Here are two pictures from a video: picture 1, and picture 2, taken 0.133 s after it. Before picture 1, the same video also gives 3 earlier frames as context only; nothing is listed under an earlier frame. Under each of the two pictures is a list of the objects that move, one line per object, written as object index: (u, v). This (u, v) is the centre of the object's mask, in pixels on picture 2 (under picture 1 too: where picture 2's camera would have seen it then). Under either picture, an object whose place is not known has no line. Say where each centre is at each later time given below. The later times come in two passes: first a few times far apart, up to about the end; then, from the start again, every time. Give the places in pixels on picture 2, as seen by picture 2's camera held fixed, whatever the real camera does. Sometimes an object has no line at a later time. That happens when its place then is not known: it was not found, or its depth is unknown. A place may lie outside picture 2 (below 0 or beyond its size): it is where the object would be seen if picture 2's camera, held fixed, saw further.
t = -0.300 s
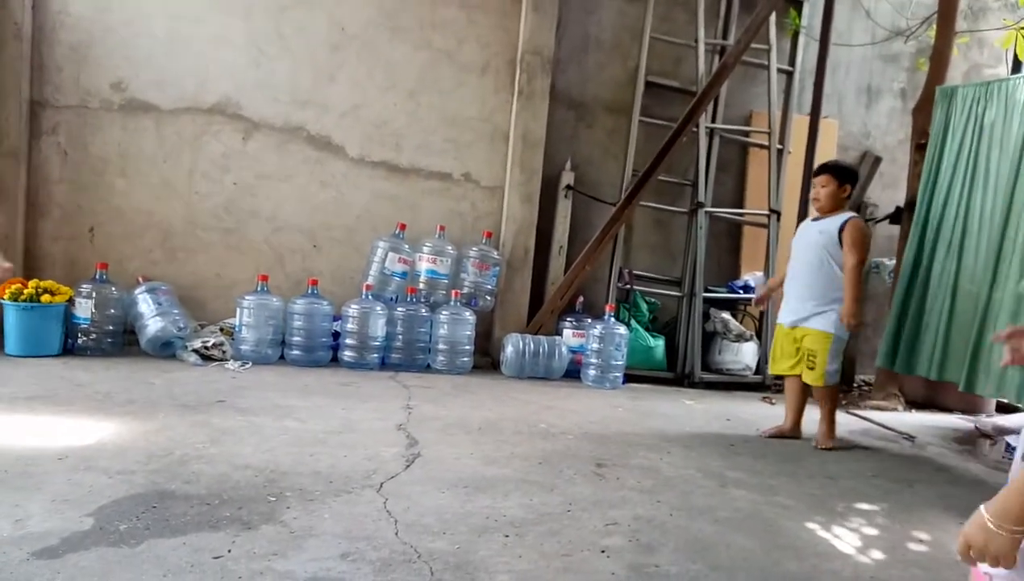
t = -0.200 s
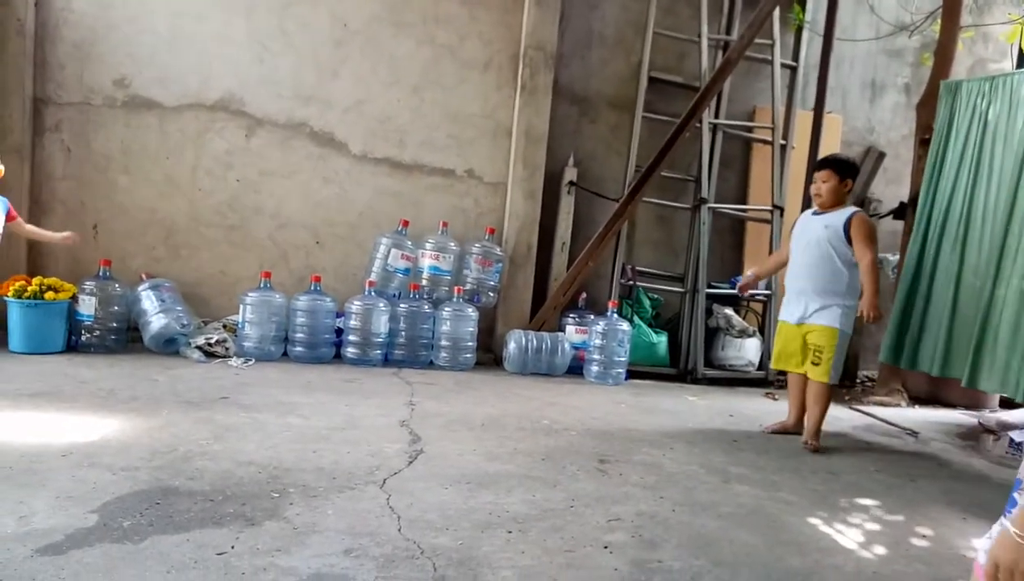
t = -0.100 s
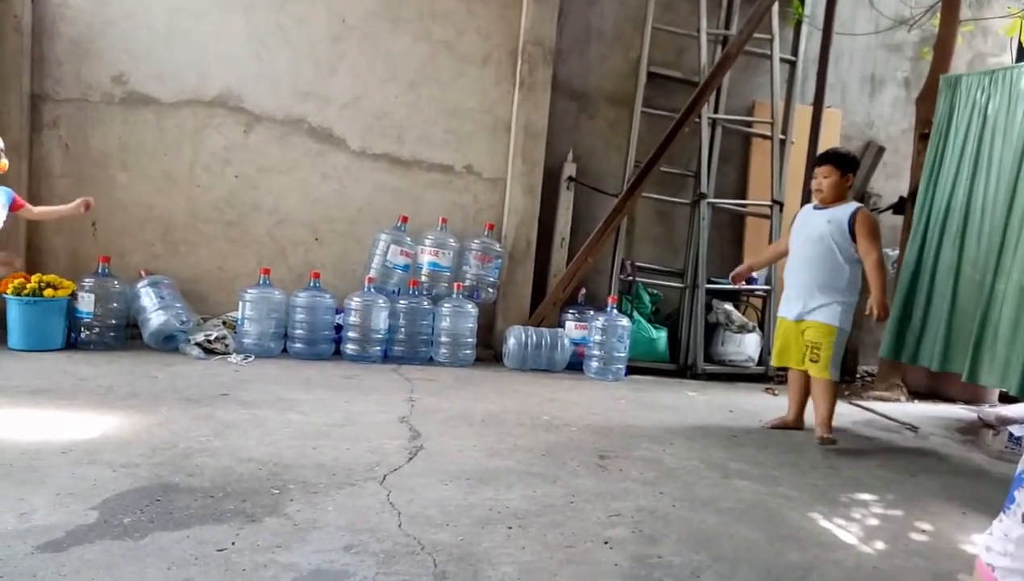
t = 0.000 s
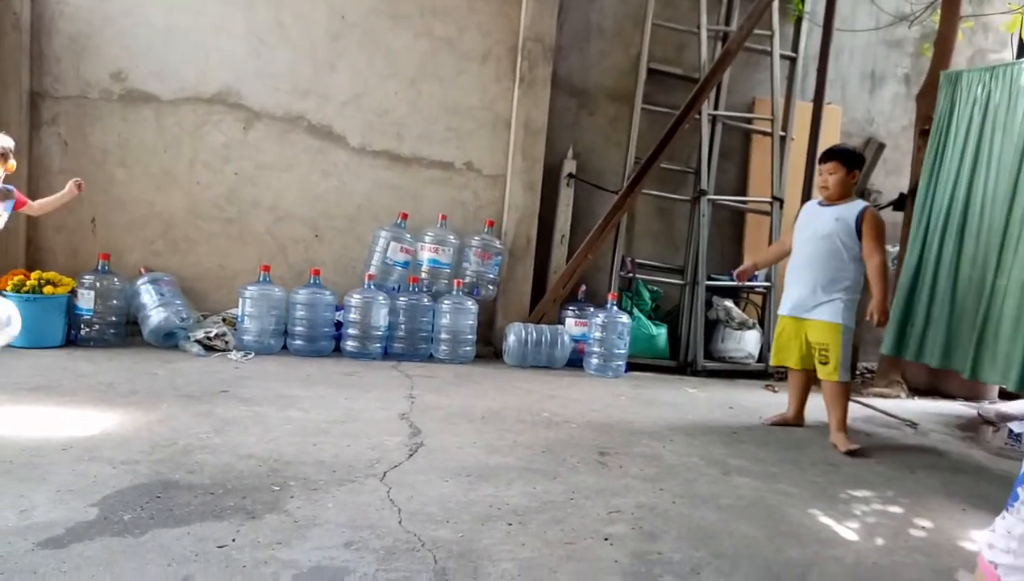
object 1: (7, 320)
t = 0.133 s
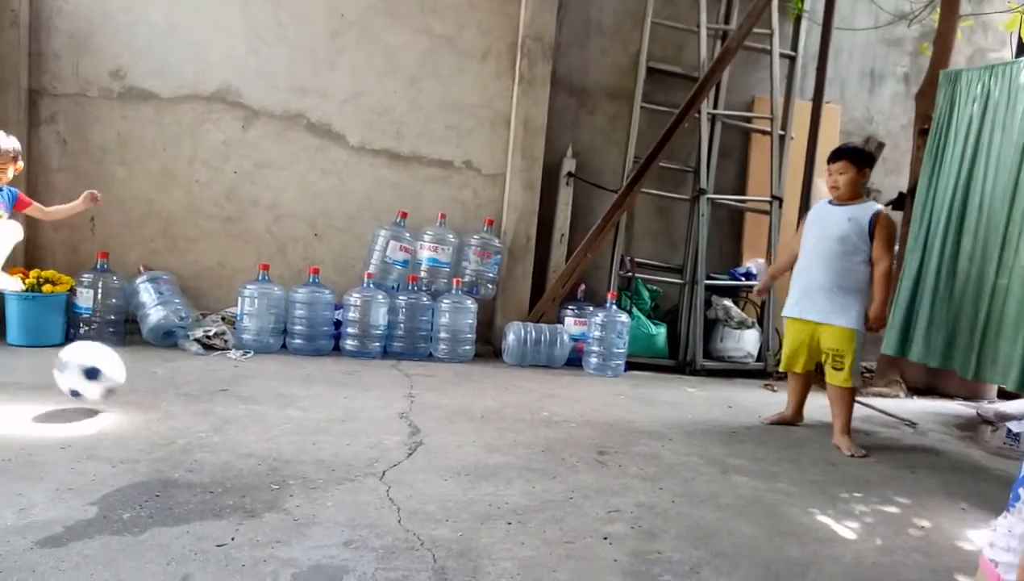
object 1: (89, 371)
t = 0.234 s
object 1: (130, 363)
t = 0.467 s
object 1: (192, 362)
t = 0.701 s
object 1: (256, 366)
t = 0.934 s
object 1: (311, 374)
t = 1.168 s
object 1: (359, 384)
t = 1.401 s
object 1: (407, 389)
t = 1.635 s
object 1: (450, 396)
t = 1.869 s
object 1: (491, 399)
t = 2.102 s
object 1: (530, 403)
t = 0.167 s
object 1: (110, 386)
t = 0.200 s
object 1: (120, 373)
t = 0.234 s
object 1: (130, 363)
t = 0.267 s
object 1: (139, 354)
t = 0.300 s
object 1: (148, 349)
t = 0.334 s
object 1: (157, 346)
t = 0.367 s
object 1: (166, 347)
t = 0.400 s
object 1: (175, 349)
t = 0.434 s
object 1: (184, 354)
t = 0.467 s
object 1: (192, 362)
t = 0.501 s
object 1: (201, 372)
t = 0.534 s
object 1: (209, 385)
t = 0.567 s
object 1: (218, 380)
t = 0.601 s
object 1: (228, 373)
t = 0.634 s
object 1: (238, 368)
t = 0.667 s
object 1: (247, 366)
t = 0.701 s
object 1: (256, 366)
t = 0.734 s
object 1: (264, 369)
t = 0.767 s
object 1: (273, 375)
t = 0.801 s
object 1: (282, 384)
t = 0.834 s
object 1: (289, 387)
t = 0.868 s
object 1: (296, 380)
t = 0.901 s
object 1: (303, 376)
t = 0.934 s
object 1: (311, 374)
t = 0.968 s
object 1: (318, 376)
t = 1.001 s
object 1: (324, 380)
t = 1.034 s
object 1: (331, 387)
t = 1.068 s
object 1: (337, 388)
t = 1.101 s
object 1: (344, 384)
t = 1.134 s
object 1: (351, 382)
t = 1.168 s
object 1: (359, 384)
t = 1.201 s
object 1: (365, 388)
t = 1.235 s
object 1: (372, 391)
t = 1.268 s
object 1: (380, 388)
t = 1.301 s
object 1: (387, 388)
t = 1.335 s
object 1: (394, 390)
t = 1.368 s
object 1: (401, 391)
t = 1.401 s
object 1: (407, 389)
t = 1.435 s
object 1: (414, 390)
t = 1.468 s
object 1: (420, 393)
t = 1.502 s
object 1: (427, 393)
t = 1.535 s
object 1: (433, 394)
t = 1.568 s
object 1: (440, 395)
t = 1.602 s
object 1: (445, 395)
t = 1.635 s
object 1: (450, 396)
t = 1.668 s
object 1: (457, 396)
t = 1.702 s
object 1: (462, 396)
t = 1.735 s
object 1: (468, 396)
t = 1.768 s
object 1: (474, 397)
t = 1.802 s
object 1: (480, 398)
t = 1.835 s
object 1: (486, 398)
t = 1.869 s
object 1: (491, 399)
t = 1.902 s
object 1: (495, 400)
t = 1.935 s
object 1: (501, 400)
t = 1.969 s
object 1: (507, 401)
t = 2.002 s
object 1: (513, 401)
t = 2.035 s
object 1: (519, 402)
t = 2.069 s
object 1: (524, 402)
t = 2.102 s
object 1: (530, 403)
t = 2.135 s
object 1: (535, 403)
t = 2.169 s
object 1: (541, 404)
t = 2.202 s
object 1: (548, 405)
